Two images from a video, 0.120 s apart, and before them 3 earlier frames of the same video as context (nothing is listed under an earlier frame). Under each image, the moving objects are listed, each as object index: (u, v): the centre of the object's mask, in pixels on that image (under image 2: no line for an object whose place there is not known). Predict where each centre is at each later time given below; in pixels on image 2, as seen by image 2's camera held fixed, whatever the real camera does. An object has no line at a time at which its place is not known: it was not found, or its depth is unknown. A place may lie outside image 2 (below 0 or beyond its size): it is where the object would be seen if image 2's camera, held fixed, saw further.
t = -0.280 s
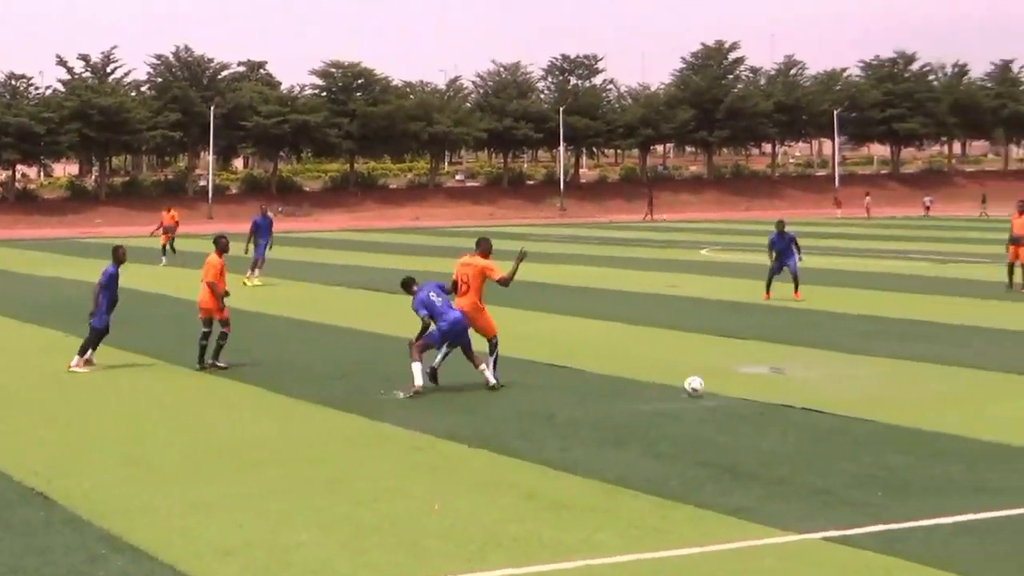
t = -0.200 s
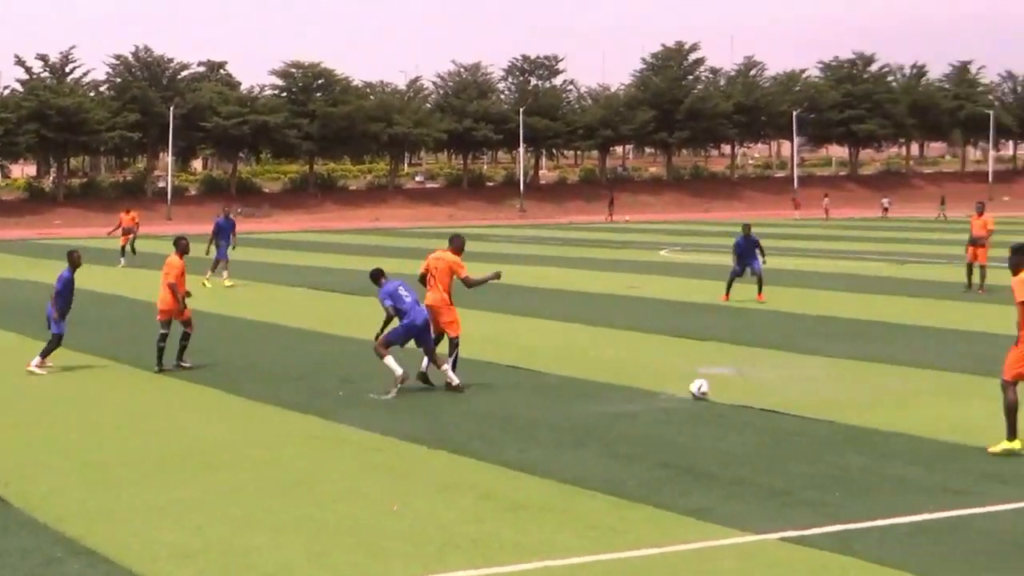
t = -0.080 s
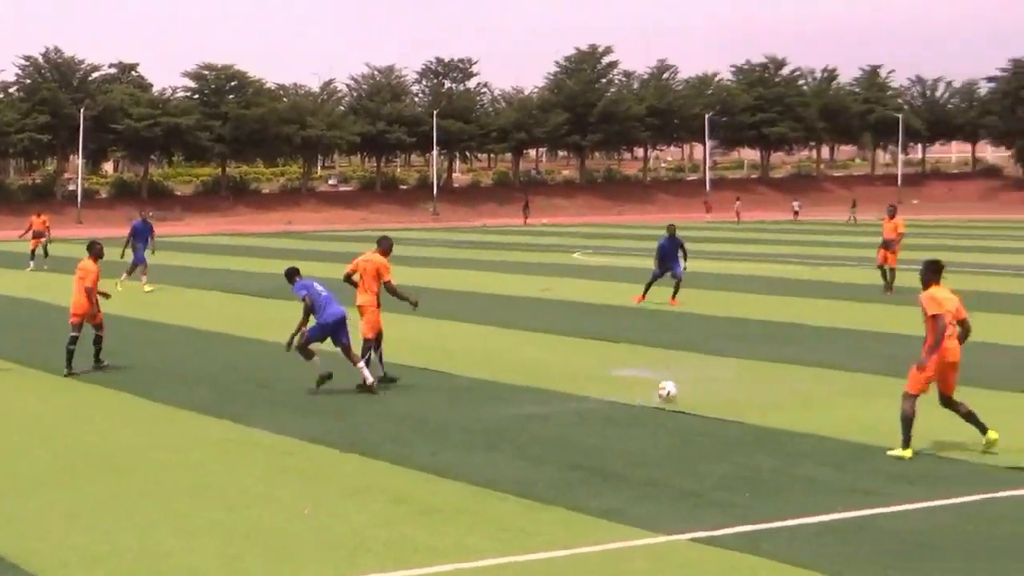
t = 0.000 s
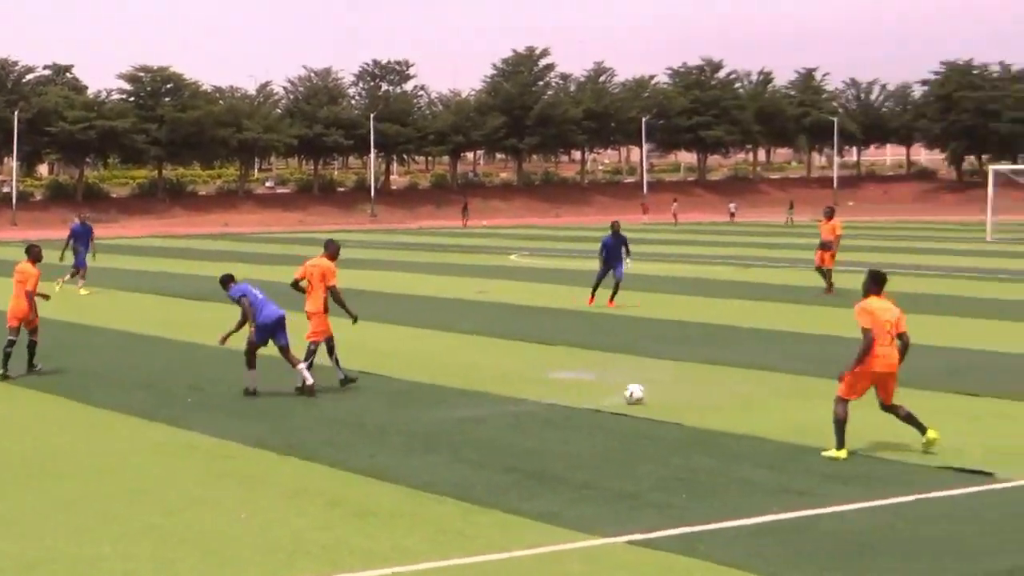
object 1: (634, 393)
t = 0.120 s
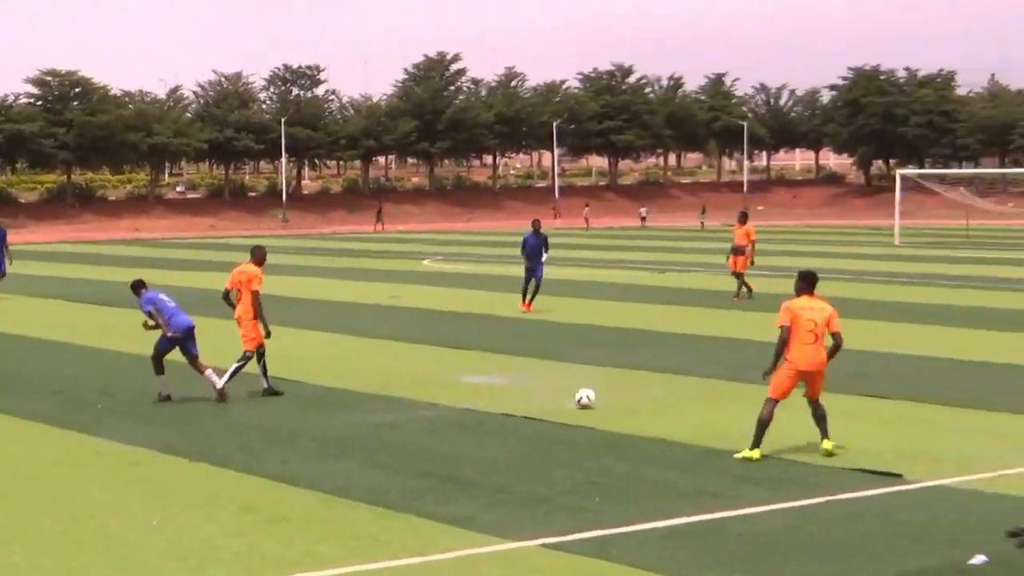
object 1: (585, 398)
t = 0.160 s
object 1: (596, 398)
